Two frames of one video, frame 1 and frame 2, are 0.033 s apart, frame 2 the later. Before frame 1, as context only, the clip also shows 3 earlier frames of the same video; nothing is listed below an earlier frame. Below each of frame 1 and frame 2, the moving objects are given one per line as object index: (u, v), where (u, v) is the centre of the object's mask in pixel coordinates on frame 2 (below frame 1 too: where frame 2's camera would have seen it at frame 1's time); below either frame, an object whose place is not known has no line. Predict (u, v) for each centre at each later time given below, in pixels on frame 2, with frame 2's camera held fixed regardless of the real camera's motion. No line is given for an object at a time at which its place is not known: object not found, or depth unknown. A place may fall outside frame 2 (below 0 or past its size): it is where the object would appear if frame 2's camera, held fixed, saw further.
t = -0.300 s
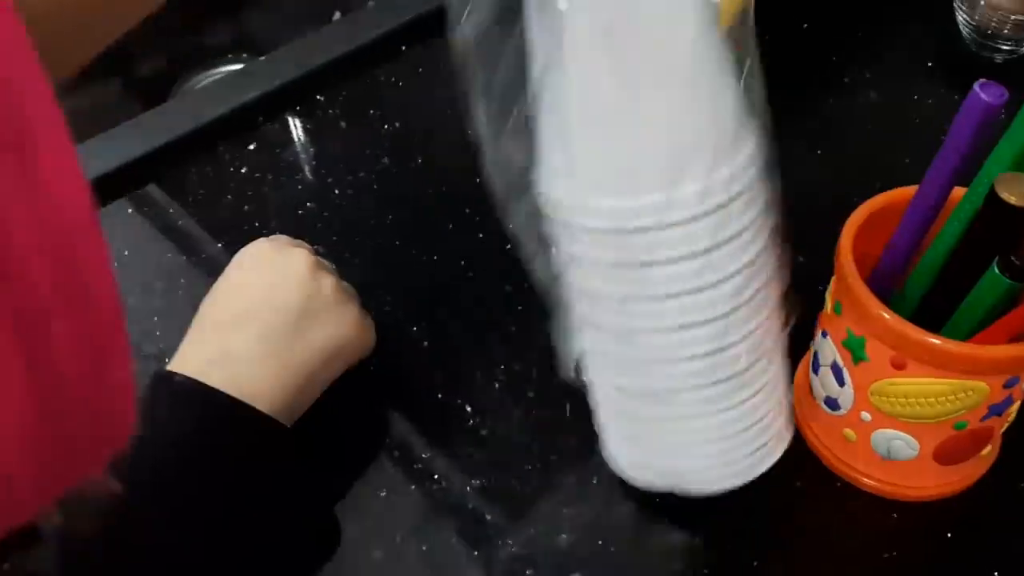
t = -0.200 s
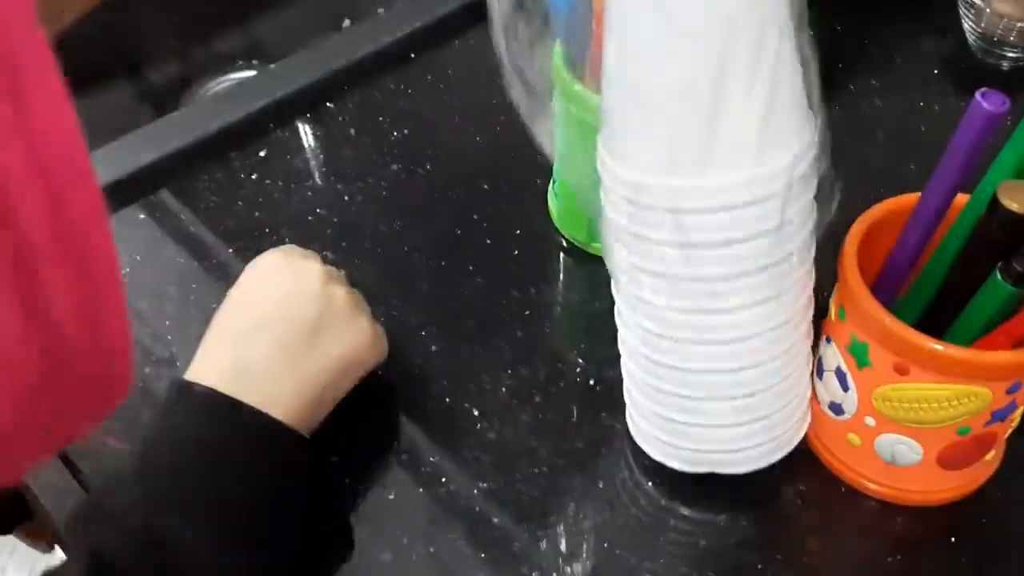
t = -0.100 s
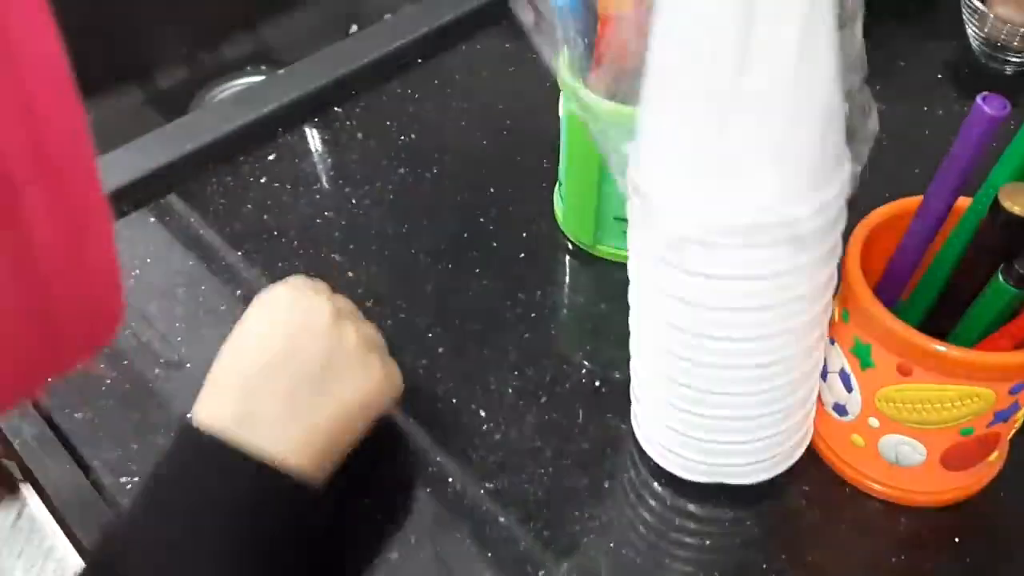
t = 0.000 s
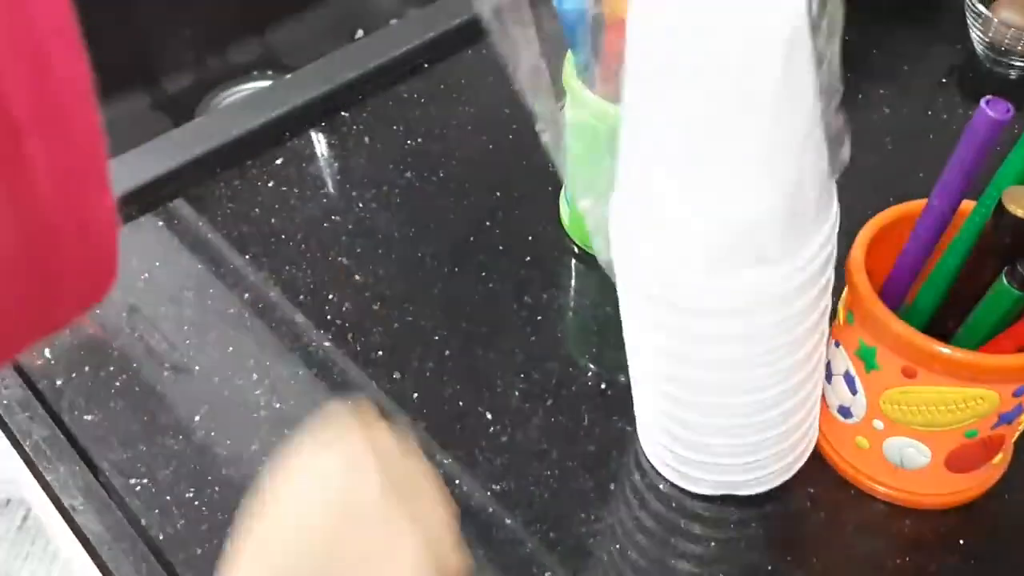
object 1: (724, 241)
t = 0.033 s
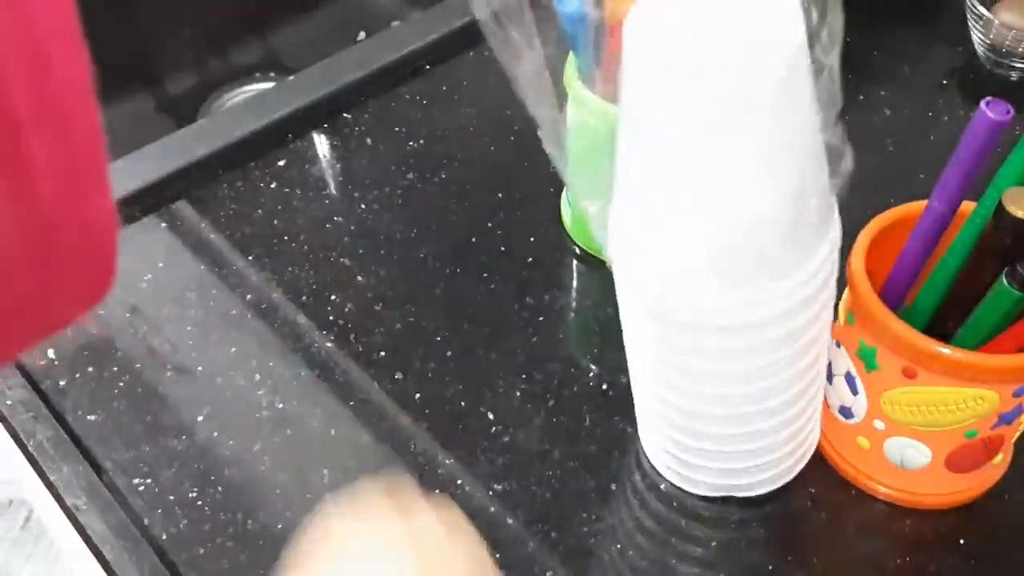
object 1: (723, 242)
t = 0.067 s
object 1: (729, 244)
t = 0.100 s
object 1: (739, 245)
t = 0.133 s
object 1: (743, 244)
